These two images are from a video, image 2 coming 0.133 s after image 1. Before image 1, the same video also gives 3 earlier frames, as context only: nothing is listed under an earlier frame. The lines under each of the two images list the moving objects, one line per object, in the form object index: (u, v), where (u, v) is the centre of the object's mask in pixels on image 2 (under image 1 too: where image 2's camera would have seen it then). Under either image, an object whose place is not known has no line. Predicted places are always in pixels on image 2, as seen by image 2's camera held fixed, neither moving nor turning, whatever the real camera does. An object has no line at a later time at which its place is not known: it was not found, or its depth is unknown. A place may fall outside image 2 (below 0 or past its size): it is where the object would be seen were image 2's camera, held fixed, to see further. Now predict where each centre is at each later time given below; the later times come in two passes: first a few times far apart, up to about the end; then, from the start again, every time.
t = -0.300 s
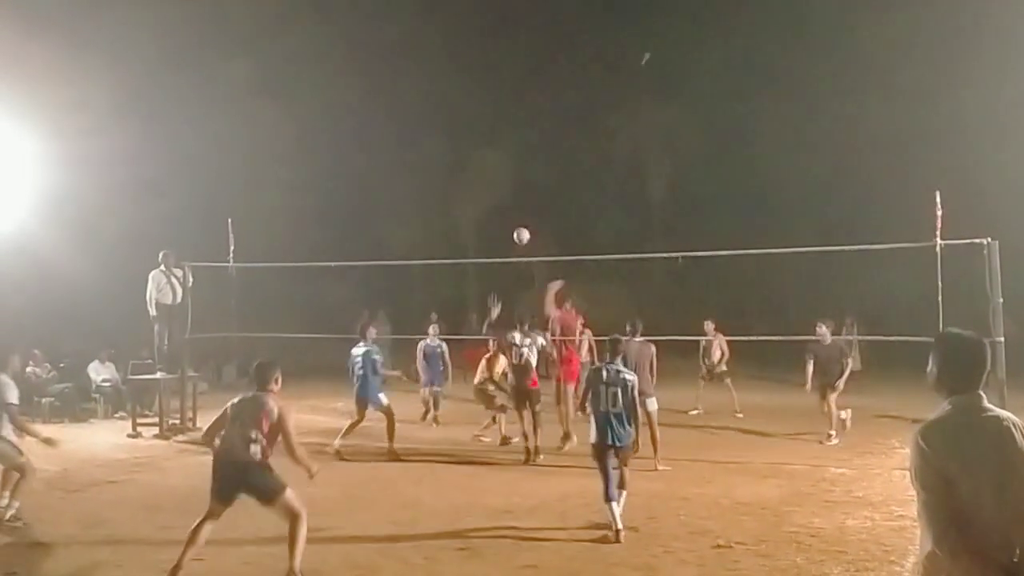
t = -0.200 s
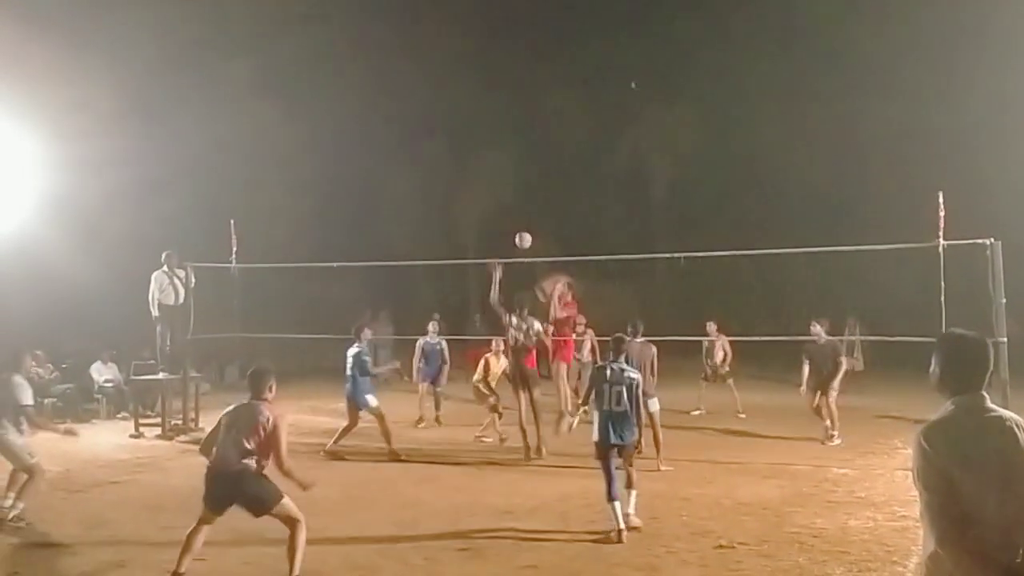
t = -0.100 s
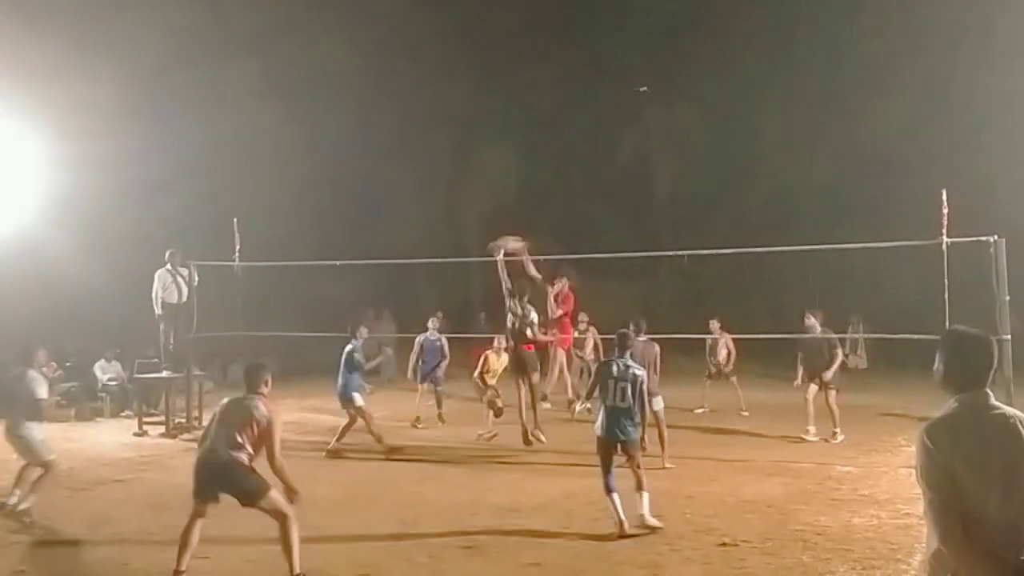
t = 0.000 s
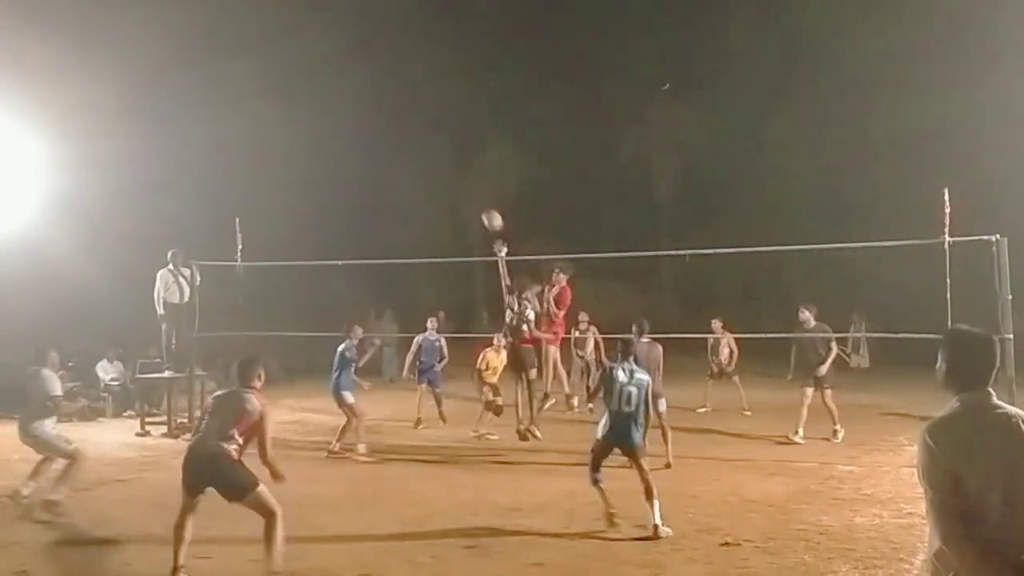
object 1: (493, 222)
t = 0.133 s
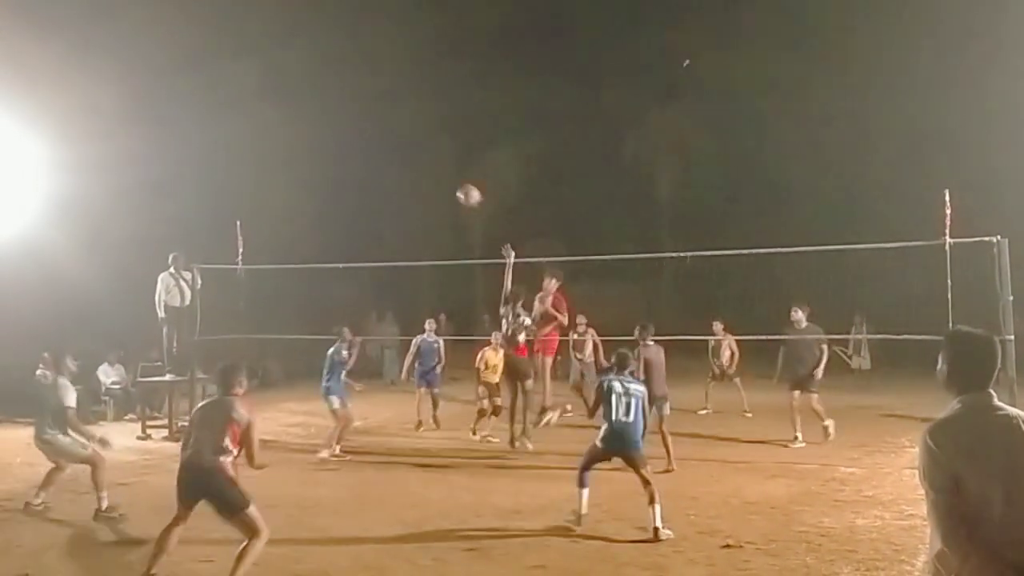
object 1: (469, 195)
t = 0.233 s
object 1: (447, 184)
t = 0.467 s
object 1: (381, 201)
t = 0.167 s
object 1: (462, 190)
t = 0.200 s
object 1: (455, 187)
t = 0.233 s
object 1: (447, 184)
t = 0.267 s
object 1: (439, 182)
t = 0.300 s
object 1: (430, 182)
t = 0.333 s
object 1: (422, 182)
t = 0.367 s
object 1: (412, 185)
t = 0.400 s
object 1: (402, 189)
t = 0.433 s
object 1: (391, 194)
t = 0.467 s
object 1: (381, 201)
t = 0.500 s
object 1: (370, 208)
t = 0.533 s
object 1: (357, 220)
